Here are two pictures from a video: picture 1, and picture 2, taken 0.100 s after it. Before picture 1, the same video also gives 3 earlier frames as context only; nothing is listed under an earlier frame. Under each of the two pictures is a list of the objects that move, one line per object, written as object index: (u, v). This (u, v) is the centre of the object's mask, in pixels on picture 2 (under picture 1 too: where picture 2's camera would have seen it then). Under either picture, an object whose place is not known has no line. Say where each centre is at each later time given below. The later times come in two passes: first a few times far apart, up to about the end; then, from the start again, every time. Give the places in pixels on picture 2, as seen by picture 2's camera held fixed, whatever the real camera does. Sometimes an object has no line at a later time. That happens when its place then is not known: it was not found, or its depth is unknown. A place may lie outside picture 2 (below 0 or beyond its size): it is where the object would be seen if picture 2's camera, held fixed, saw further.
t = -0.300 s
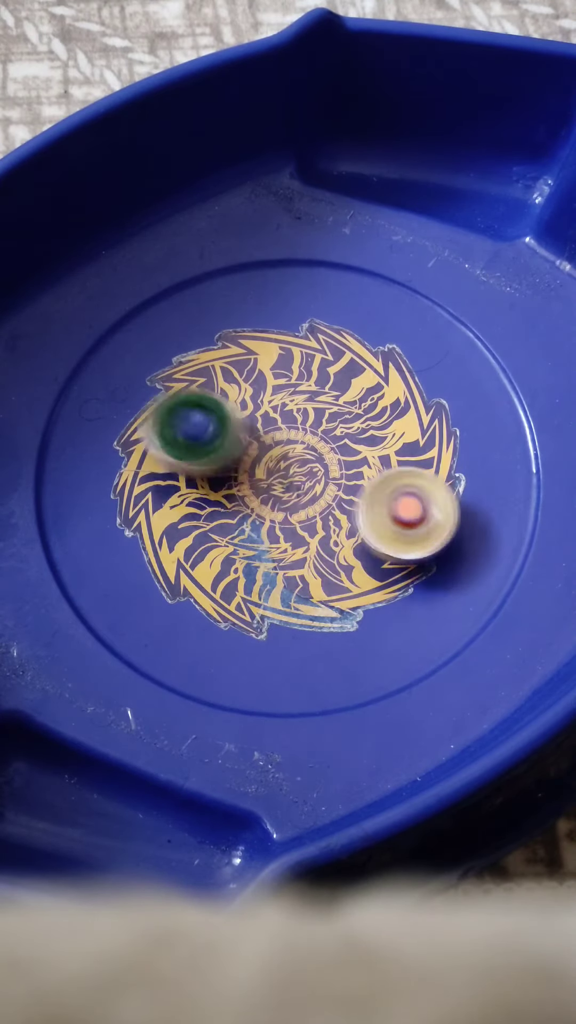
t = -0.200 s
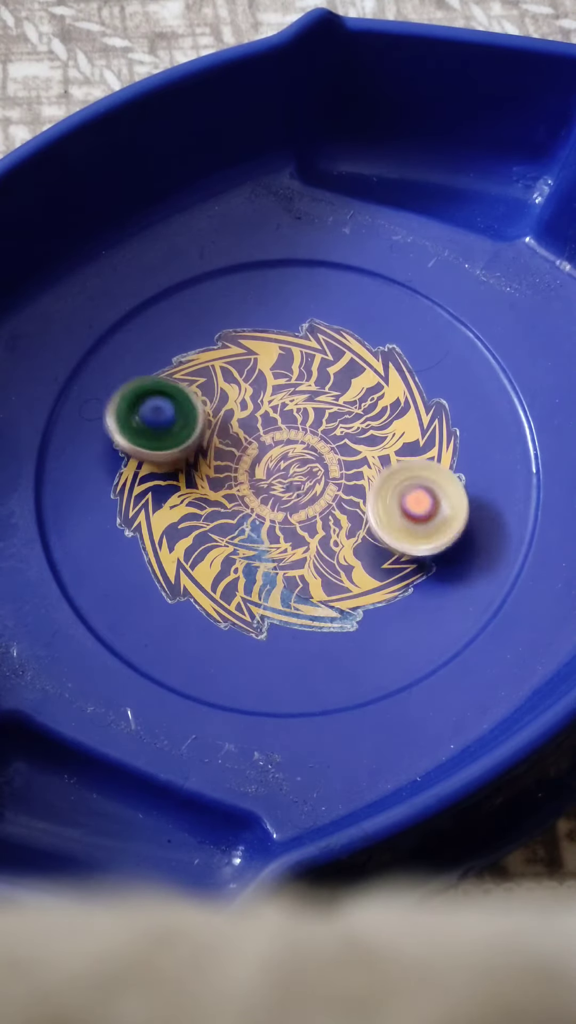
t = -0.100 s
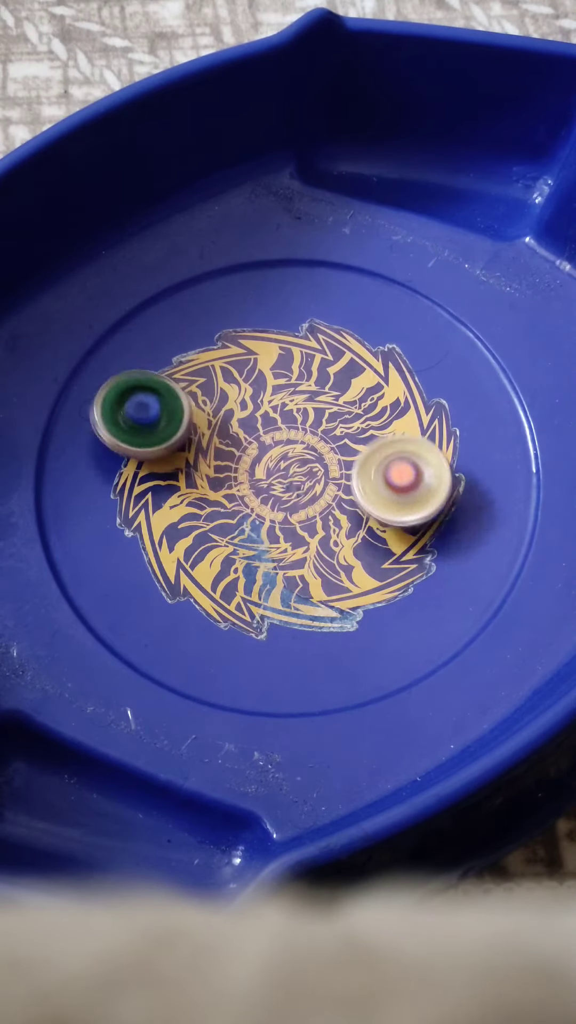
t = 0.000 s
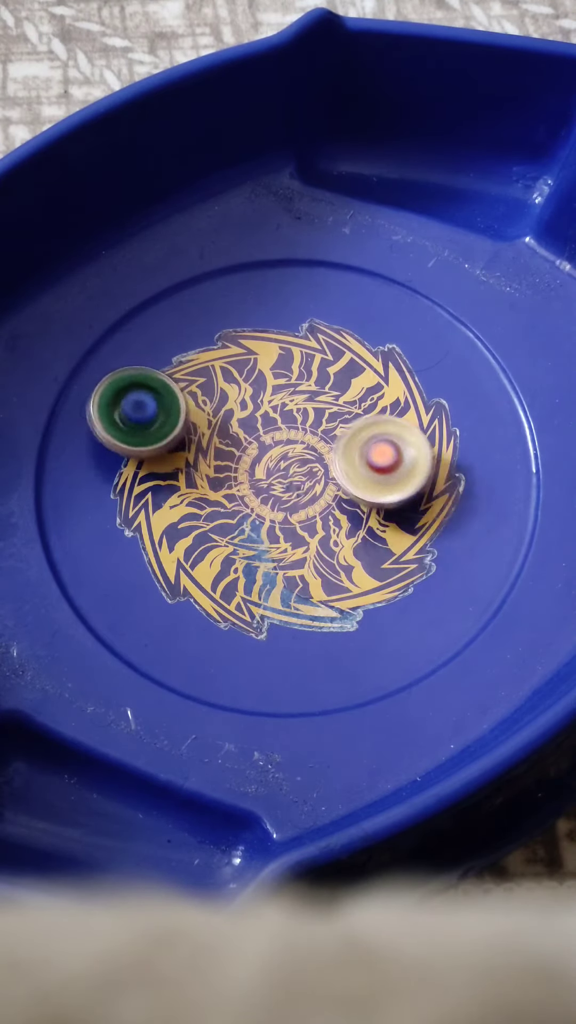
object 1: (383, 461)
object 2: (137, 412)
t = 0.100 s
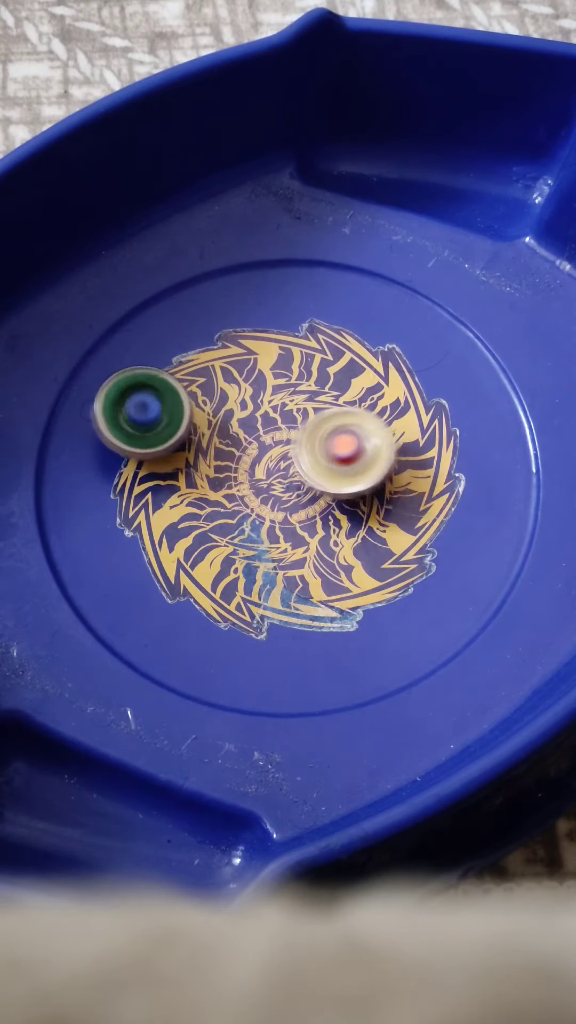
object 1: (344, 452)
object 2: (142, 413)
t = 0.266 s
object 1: (270, 485)
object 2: (171, 420)
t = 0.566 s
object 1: (286, 564)
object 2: (251, 461)
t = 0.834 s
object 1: (385, 657)
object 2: (285, 359)
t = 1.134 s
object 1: (370, 524)
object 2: (288, 372)
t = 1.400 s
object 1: (218, 566)
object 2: (307, 343)
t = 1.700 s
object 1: (224, 579)
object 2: (303, 315)
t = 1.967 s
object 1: (273, 484)
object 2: (277, 353)
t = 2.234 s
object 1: (282, 468)
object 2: (232, 374)
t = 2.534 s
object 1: (334, 475)
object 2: (186, 400)
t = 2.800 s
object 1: (323, 506)
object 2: (173, 432)
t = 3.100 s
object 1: (315, 519)
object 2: (190, 478)
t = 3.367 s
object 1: (355, 562)
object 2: (158, 474)
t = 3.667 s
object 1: (364, 542)
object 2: (181, 474)
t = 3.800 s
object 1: (360, 506)
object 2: (209, 483)
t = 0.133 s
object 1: (328, 453)
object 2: (146, 414)
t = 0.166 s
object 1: (311, 458)
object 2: (151, 415)
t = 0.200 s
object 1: (296, 467)
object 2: (157, 416)
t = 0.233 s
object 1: (284, 475)
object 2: (163, 418)
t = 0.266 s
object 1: (270, 485)
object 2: (171, 420)
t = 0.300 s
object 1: (260, 497)
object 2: (179, 424)
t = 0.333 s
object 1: (254, 510)
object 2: (187, 428)
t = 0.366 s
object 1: (252, 522)
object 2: (196, 431)
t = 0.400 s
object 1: (253, 533)
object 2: (206, 436)
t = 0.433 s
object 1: (258, 543)
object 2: (215, 441)
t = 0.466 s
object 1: (263, 551)
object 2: (224, 445)
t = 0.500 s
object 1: (270, 557)
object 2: (233, 450)
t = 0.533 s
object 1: (278, 562)
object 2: (242, 455)
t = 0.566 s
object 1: (286, 564)
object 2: (251, 461)
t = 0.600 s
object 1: (294, 564)
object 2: (261, 467)
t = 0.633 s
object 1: (304, 562)
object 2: (269, 472)
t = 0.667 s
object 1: (319, 587)
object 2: (275, 458)
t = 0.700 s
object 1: (335, 623)
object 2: (276, 418)
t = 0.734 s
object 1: (349, 647)
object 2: (279, 392)
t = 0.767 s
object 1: (363, 662)
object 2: (282, 370)
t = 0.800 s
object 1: (376, 669)
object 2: (284, 361)
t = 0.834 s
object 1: (385, 657)
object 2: (285, 359)
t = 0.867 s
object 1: (391, 643)
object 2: (286, 357)
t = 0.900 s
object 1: (401, 626)
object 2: (286, 356)
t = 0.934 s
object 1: (409, 607)
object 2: (286, 356)
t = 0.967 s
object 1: (412, 589)
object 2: (286, 357)
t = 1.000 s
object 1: (408, 571)
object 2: (286, 358)
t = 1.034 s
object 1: (403, 557)
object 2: (287, 360)
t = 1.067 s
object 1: (396, 544)
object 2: (287, 363)
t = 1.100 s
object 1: (384, 535)
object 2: (288, 367)
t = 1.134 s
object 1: (370, 524)
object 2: (288, 372)
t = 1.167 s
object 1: (353, 518)
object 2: (287, 377)
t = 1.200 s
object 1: (334, 511)
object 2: (286, 383)
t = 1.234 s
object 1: (315, 507)
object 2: (285, 390)
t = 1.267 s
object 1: (298, 501)
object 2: (284, 396)
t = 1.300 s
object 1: (282, 498)
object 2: (282, 402)
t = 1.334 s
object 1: (263, 507)
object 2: (282, 401)
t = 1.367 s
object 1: (237, 539)
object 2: (297, 365)
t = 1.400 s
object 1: (218, 566)
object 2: (307, 343)
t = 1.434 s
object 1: (203, 587)
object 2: (312, 330)
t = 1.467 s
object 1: (195, 598)
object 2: (314, 324)
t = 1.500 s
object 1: (191, 605)
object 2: (313, 320)
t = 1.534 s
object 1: (190, 605)
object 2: (310, 318)
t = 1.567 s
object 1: (193, 604)
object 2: (309, 316)
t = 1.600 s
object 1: (199, 598)
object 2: (307, 315)
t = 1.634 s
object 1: (207, 593)
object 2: (306, 314)
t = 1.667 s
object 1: (216, 587)
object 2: (305, 315)
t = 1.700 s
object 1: (224, 579)
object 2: (303, 315)
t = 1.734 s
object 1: (232, 569)
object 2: (302, 317)
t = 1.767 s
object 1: (241, 556)
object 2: (300, 321)
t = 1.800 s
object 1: (250, 543)
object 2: (297, 325)
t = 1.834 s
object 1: (256, 531)
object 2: (294, 330)
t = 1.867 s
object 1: (262, 520)
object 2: (290, 335)
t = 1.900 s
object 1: (267, 507)
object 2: (286, 340)
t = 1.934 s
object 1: (271, 495)
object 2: (282, 347)
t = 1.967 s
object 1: (273, 484)
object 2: (277, 353)
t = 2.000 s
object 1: (274, 472)
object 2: (272, 360)
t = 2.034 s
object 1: (273, 464)
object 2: (267, 367)
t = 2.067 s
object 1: (273, 463)
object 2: (260, 366)
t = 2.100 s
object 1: (274, 467)
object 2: (256, 363)
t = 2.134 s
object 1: (274, 470)
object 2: (252, 367)
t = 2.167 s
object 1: (277, 470)
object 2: (245, 369)
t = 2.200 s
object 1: (278, 470)
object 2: (239, 372)
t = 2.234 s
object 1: (282, 468)
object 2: (232, 374)
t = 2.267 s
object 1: (286, 464)
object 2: (226, 376)
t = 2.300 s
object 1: (293, 464)
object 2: (221, 379)
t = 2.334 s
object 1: (299, 462)
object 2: (215, 381)
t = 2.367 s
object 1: (306, 462)
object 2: (209, 384)
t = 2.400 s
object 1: (313, 462)
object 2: (203, 388)
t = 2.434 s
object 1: (318, 465)
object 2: (198, 390)
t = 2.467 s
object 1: (325, 467)
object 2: (194, 394)
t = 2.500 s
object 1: (329, 472)
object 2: (190, 397)
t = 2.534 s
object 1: (334, 475)
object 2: (186, 400)
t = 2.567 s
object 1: (335, 481)
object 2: (183, 404)
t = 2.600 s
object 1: (338, 485)
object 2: (180, 407)
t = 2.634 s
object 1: (336, 490)
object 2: (178, 411)
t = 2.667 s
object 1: (335, 495)
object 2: (176, 415)
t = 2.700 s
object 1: (331, 499)
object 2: (174, 419)
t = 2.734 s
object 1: (328, 501)
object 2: (173, 424)
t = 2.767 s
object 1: (324, 505)
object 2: (173, 428)
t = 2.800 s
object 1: (323, 506)
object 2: (173, 432)
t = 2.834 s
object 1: (321, 509)
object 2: (173, 437)
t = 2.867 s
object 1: (321, 508)
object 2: (174, 442)
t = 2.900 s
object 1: (321, 510)
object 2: (175, 447)
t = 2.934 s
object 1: (321, 510)
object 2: (178, 452)
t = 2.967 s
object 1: (322, 513)
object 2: (180, 457)
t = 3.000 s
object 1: (321, 515)
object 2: (182, 463)
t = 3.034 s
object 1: (320, 517)
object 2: (185, 467)
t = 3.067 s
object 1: (316, 518)
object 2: (187, 473)
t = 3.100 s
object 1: (315, 519)
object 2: (190, 478)
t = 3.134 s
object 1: (309, 521)
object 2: (194, 483)
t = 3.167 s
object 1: (305, 520)
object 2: (196, 489)
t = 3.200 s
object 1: (301, 521)
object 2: (199, 493)
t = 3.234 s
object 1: (314, 531)
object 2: (182, 485)
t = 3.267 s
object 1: (333, 543)
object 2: (167, 475)
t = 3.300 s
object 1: (345, 556)
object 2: (163, 471)
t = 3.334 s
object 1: (351, 561)
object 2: (161, 473)
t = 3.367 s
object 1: (355, 562)
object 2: (158, 474)
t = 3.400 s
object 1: (358, 564)
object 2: (156, 474)
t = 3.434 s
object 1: (360, 565)
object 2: (157, 474)
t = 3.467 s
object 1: (363, 563)
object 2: (157, 473)
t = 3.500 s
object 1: (366, 561)
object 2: (159, 473)
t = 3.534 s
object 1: (367, 561)
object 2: (161, 473)
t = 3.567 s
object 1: (365, 560)
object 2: (166, 473)
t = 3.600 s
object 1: (369, 554)
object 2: (170, 473)
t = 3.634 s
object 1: (366, 549)
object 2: (176, 474)
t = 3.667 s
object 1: (364, 542)
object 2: (181, 474)
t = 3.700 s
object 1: (364, 532)
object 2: (188, 476)
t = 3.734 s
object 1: (362, 523)
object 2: (195, 477)
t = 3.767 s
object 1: (359, 514)
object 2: (201, 481)
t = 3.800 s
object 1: (360, 506)
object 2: (209, 483)
